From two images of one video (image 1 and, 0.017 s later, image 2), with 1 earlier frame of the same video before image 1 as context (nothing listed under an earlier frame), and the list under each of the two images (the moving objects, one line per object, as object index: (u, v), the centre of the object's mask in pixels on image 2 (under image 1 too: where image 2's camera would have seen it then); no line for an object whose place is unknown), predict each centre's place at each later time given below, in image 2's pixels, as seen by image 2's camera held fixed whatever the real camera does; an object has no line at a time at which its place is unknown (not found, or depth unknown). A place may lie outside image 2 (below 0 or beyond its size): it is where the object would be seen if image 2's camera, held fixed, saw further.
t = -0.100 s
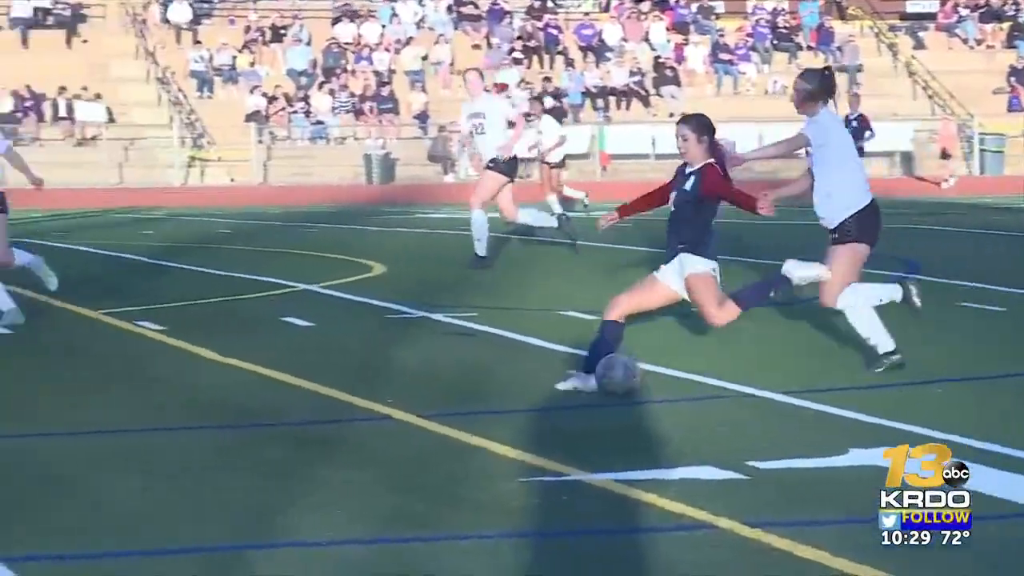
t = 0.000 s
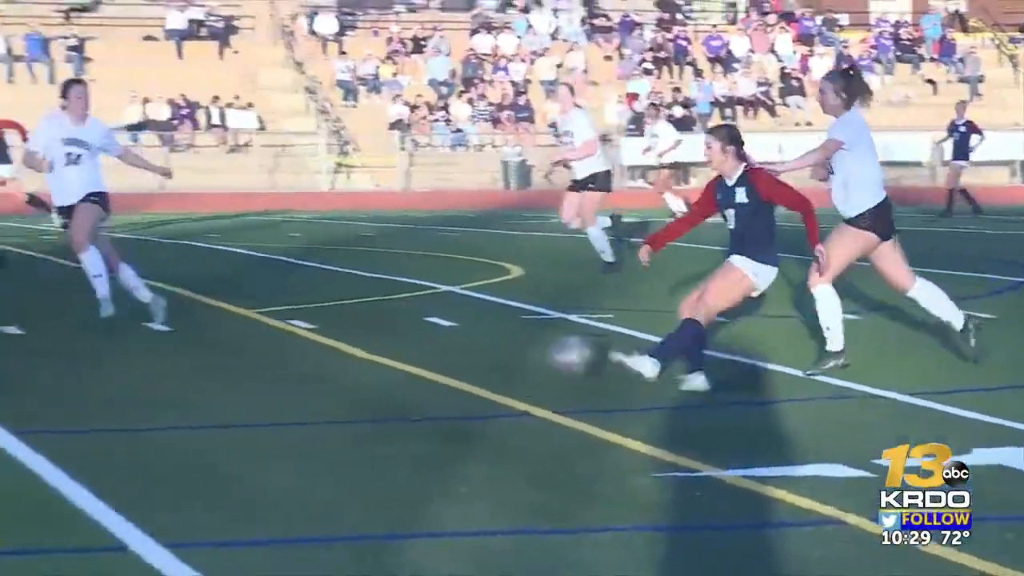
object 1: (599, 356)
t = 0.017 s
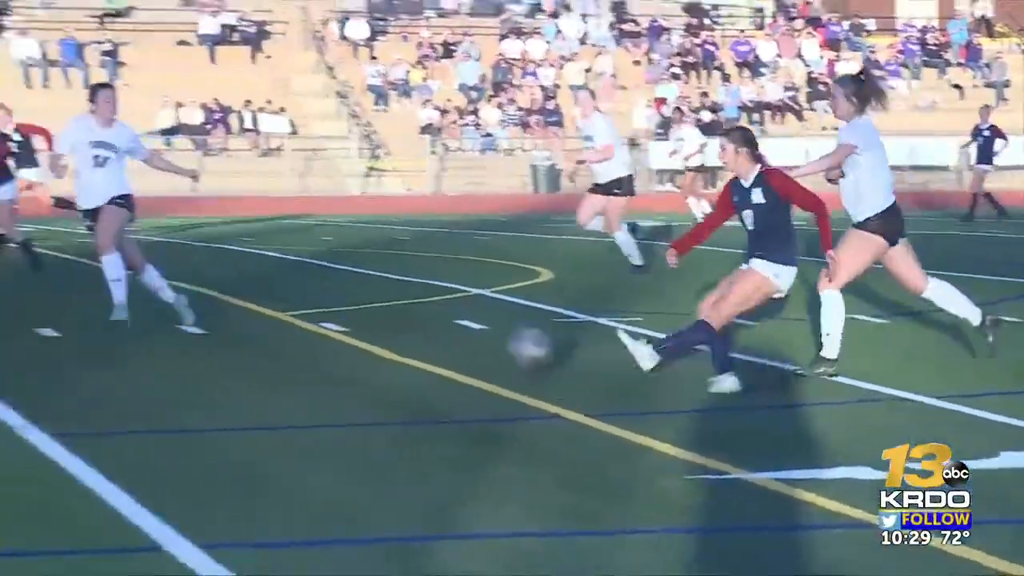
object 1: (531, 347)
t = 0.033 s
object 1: (458, 337)
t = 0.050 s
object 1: (388, 327)
